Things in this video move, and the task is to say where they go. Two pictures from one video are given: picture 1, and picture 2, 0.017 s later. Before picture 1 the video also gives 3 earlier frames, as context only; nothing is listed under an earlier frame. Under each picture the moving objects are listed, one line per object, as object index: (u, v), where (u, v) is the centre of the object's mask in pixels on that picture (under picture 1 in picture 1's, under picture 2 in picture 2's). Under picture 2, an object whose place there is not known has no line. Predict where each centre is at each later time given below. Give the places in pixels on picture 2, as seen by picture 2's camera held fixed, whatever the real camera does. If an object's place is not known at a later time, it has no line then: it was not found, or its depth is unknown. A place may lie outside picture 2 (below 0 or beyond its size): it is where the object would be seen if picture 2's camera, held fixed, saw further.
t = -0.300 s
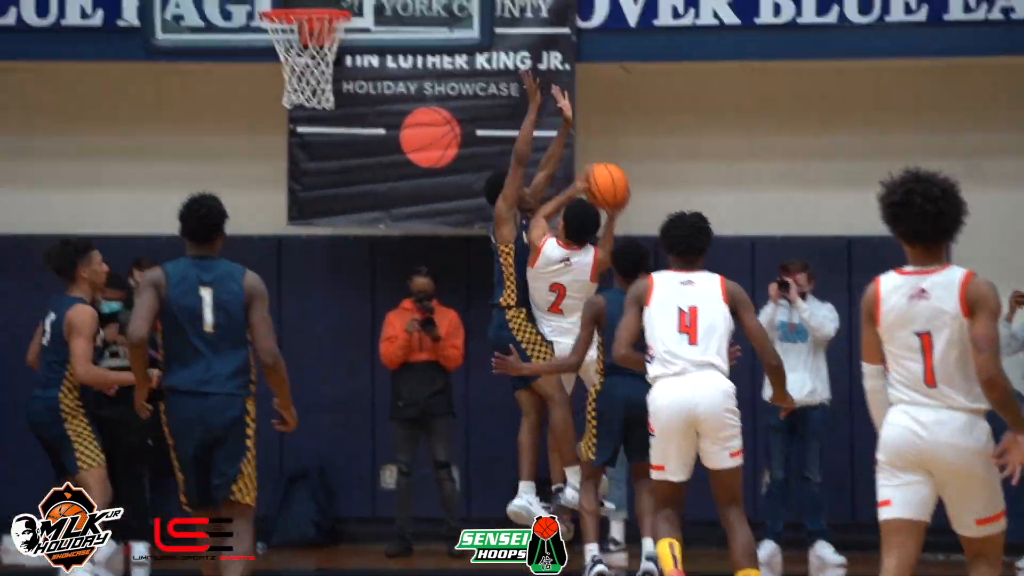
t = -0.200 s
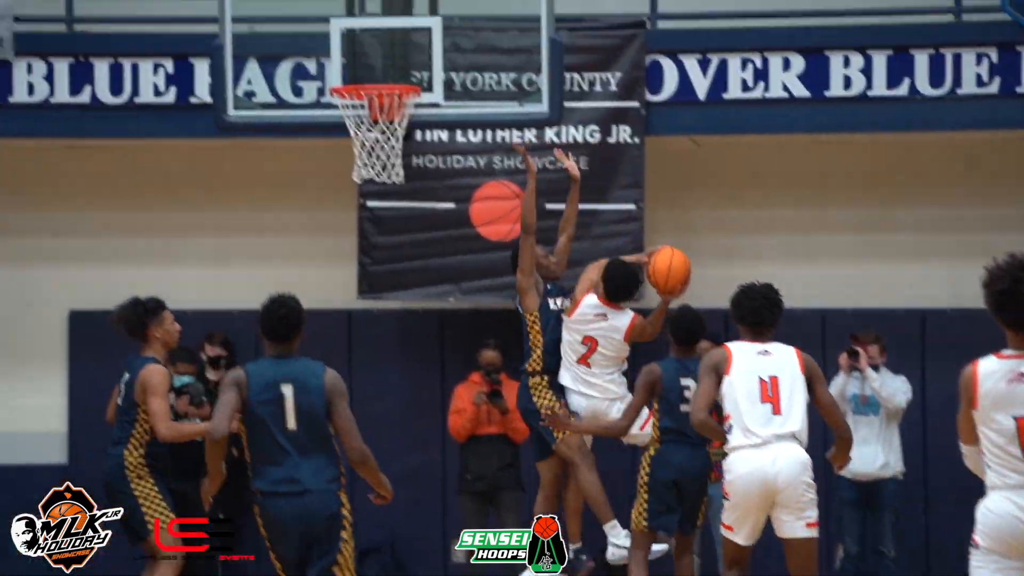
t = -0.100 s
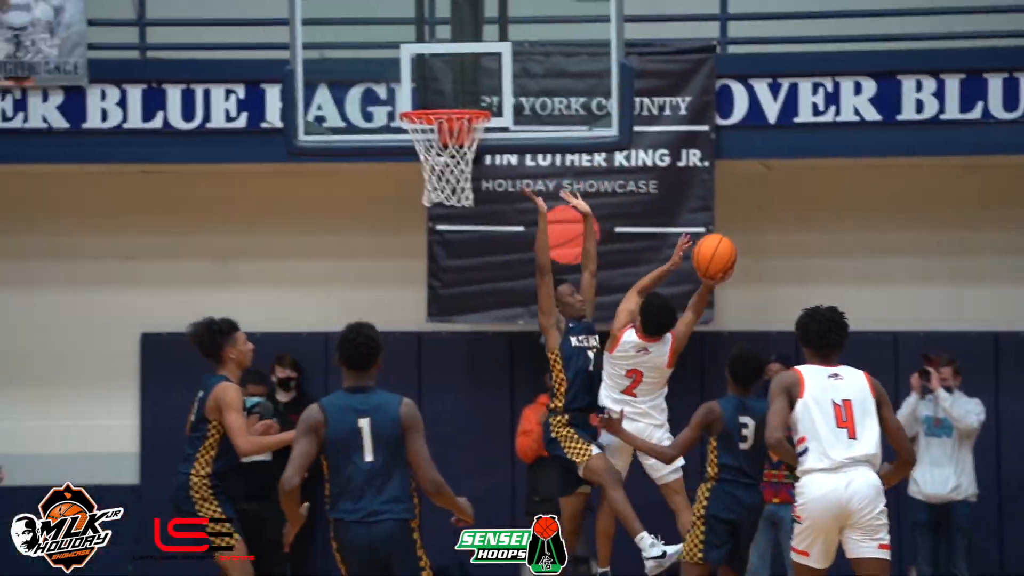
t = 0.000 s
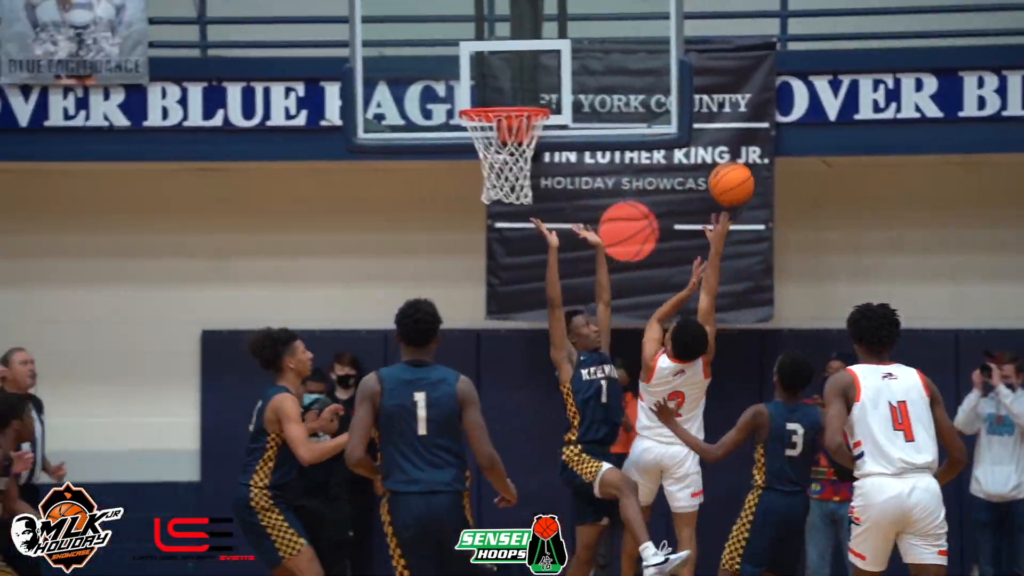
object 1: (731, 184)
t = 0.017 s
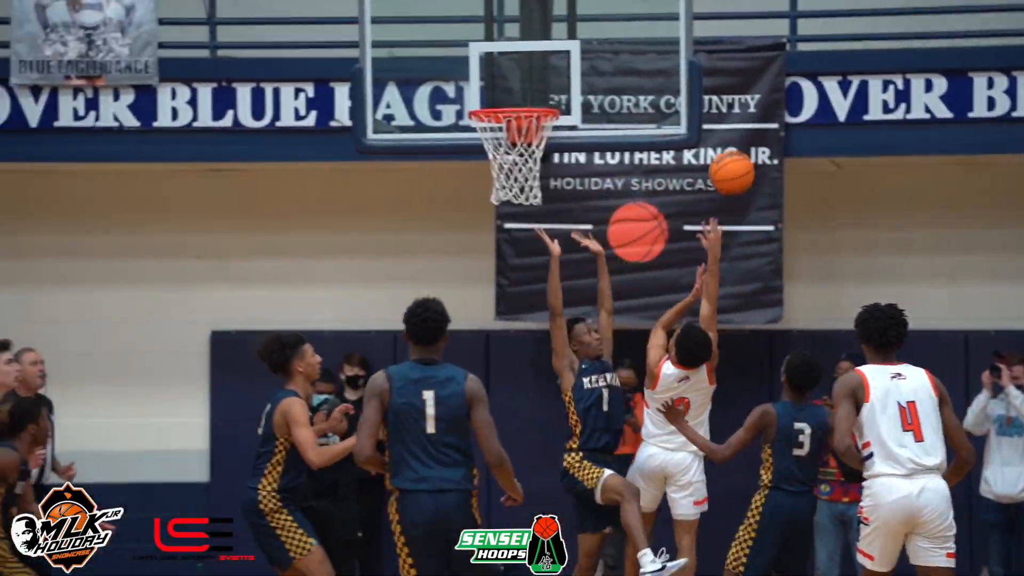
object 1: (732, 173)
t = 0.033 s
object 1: (722, 161)
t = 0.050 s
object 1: (713, 150)
